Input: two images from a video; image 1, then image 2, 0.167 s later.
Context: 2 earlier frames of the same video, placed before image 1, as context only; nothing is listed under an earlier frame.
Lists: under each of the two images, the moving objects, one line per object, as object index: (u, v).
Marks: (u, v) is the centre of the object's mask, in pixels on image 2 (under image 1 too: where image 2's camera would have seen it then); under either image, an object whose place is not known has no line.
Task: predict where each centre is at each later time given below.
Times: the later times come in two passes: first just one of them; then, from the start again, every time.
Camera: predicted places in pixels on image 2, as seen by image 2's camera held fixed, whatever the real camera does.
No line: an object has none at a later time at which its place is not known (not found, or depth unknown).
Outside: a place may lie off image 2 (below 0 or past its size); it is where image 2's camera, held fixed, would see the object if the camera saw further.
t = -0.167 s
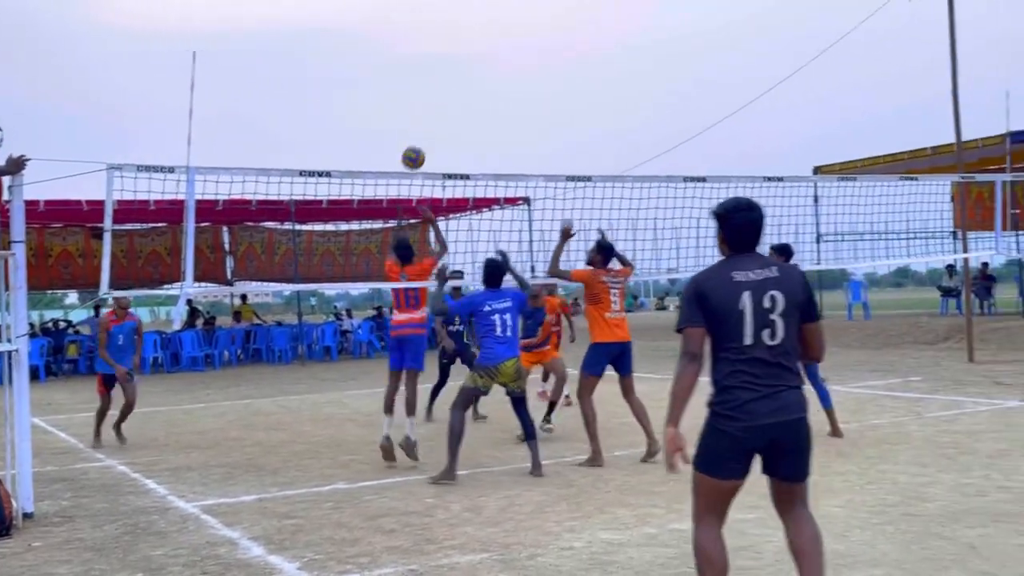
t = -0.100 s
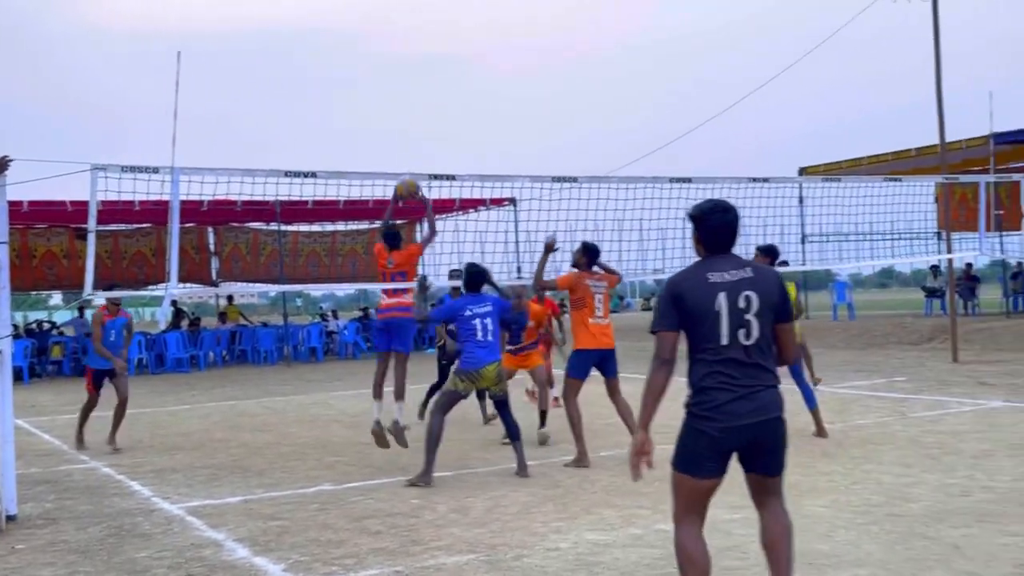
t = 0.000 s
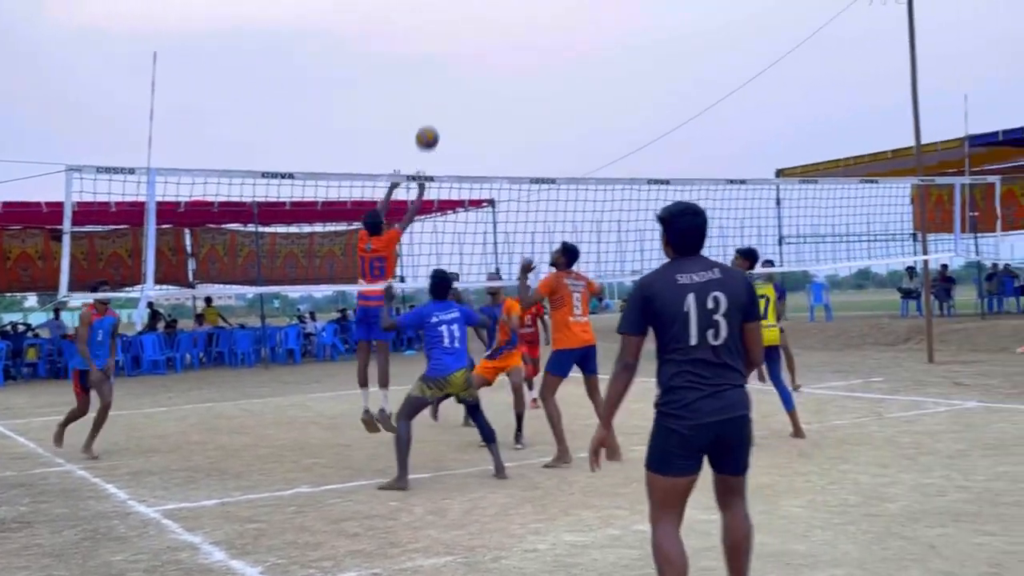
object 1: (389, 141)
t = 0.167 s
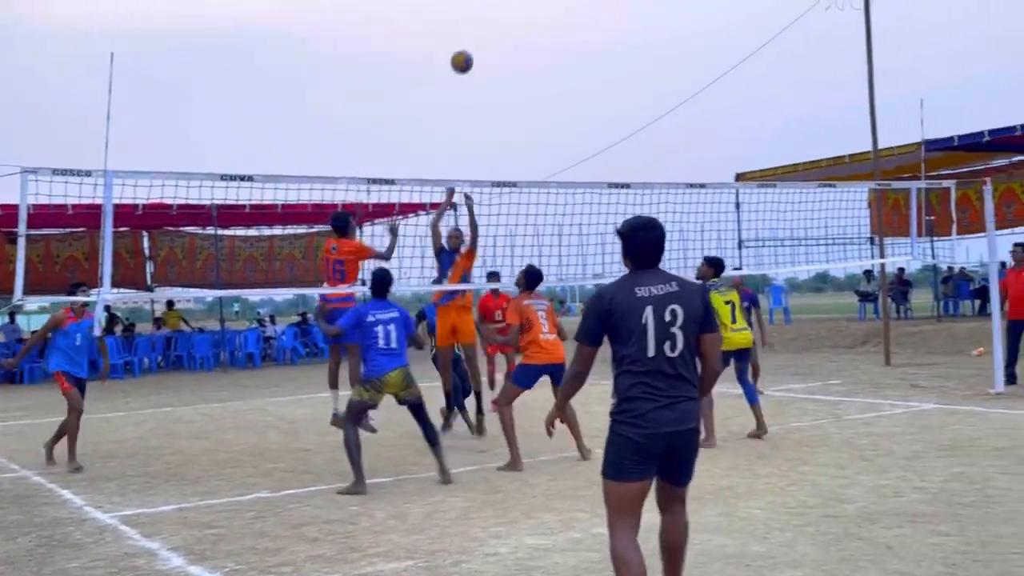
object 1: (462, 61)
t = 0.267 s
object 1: (500, 32)
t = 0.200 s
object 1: (475, 50)
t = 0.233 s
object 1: (488, 41)
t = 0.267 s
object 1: (500, 32)
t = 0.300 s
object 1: (512, 25)
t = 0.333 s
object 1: (525, 19)
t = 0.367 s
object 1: (536, 14)
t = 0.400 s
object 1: (548, 11)
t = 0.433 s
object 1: (559, 8)
